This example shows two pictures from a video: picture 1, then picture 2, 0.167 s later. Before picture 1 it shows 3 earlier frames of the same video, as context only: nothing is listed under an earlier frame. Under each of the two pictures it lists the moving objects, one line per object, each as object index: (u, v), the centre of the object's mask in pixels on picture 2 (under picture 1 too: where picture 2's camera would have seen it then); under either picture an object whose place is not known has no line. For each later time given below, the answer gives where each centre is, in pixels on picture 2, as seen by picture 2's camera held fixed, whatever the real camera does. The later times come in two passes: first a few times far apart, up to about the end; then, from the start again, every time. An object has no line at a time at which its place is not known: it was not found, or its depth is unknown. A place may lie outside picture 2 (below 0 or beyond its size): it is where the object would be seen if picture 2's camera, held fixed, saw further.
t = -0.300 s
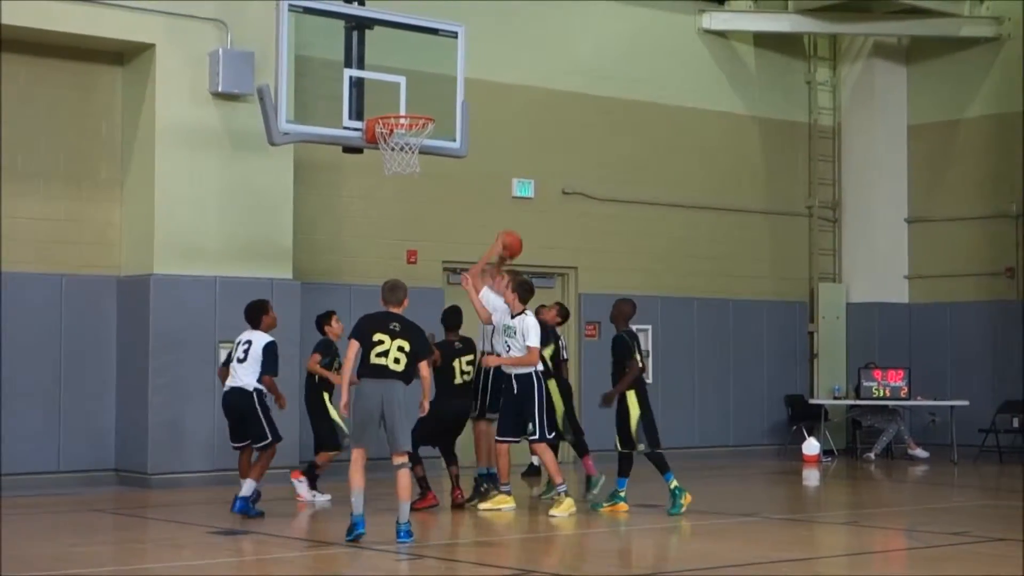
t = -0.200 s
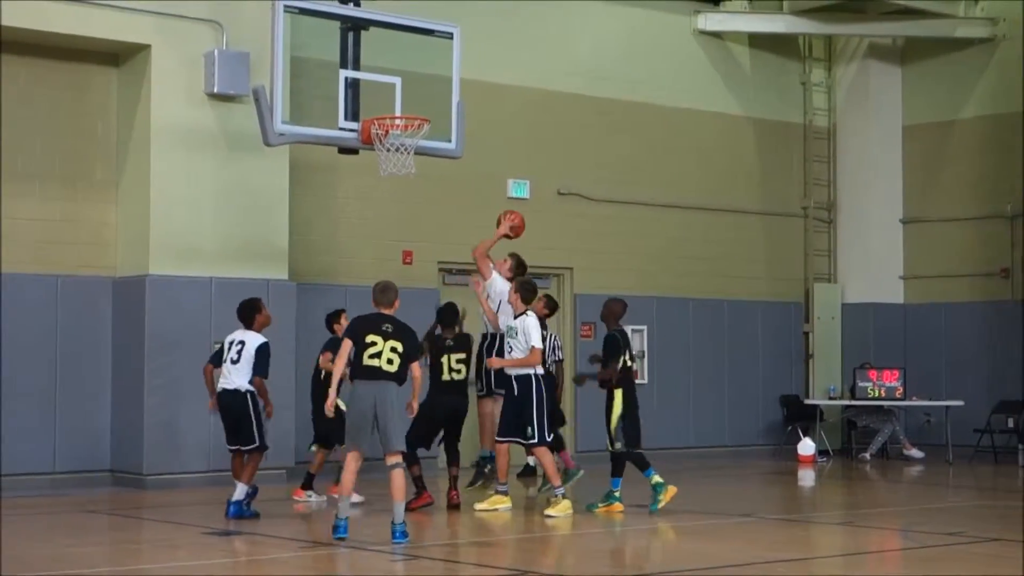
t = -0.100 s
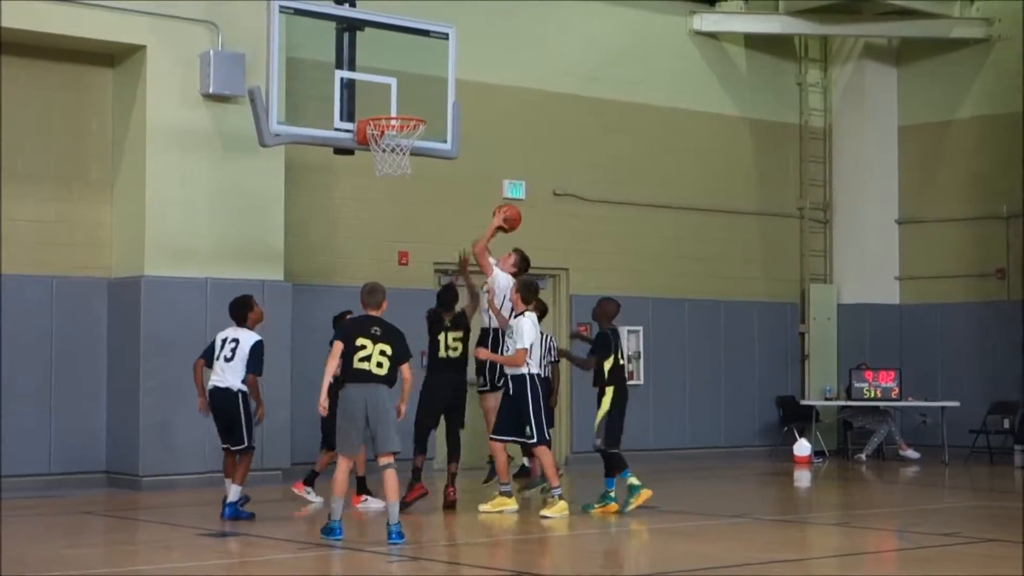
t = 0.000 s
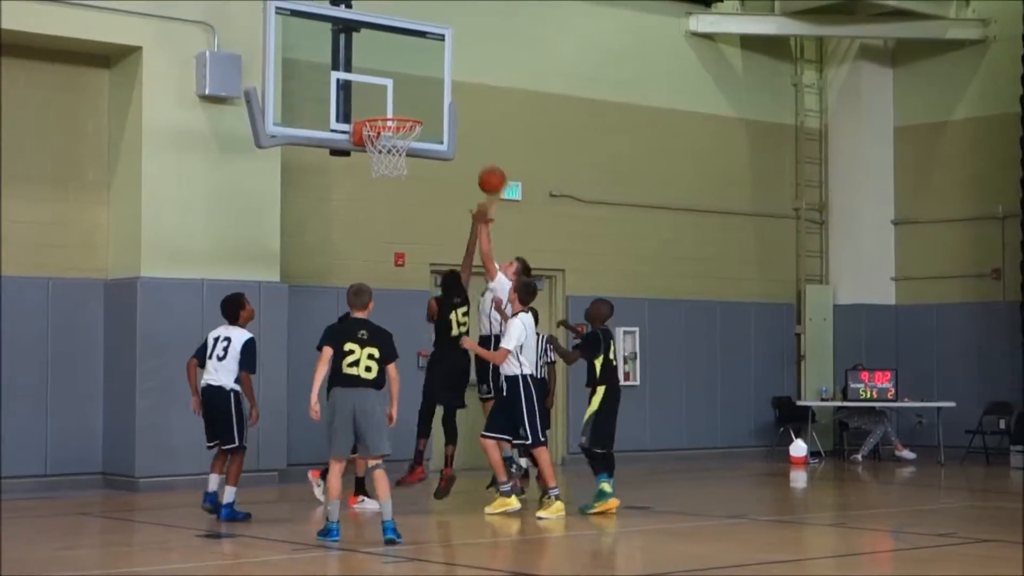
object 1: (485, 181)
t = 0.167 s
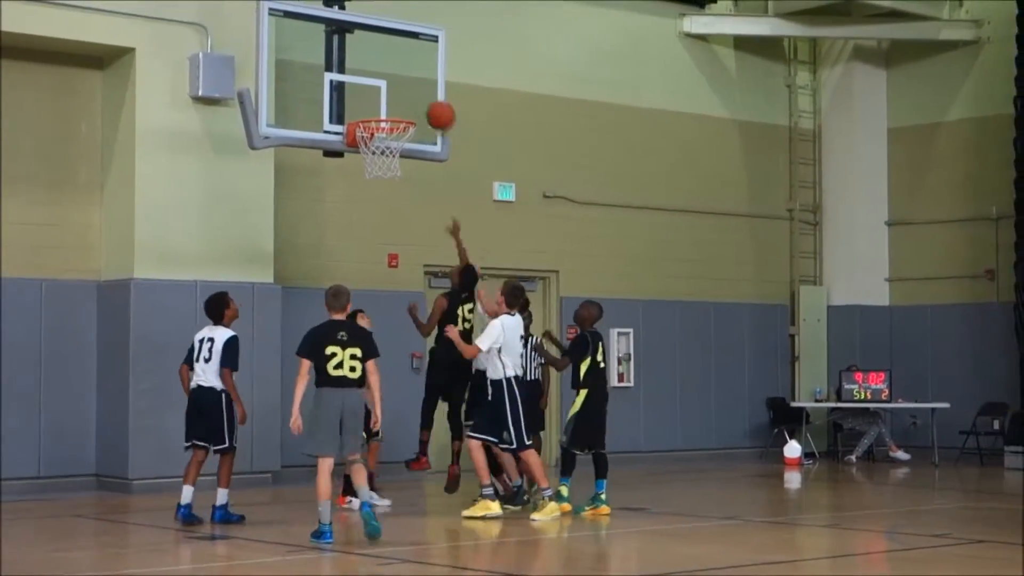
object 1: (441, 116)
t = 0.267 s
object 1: (413, 91)
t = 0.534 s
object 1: (400, 100)
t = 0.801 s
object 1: (379, 132)
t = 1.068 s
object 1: (375, 177)
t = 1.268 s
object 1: (384, 239)
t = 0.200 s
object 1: (431, 105)
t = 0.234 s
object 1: (422, 97)
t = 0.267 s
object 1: (413, 91)
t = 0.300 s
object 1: (411, 87)
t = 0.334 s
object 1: (410, 85)
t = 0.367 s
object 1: (408, 84)
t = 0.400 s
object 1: (407, 85)
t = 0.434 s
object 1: (405, 87)
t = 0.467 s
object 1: (404, 90)
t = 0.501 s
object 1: (402, 94)
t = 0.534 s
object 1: (400, 100)
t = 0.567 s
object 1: (399, 106)
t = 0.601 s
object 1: (397, 110)
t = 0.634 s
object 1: (394, 110)
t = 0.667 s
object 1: (390, 110)
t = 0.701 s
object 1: (387, 111)
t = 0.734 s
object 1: (383, 116)
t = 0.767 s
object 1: (381, 118)
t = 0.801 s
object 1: (379, 132)
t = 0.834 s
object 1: (375, 135)
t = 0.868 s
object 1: (372, 142)
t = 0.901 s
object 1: (369, 150)
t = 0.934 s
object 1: (370, 153)
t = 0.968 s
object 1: (370, 155)
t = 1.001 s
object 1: (376, 162)
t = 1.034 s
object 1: (374, 173)
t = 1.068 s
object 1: (375, 177)
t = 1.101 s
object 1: (376, 181)
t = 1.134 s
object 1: (378, 189)
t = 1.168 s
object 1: (380, 199)
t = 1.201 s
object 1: (381, 211)
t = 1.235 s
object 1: (382, 224)
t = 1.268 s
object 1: (384, 239)
